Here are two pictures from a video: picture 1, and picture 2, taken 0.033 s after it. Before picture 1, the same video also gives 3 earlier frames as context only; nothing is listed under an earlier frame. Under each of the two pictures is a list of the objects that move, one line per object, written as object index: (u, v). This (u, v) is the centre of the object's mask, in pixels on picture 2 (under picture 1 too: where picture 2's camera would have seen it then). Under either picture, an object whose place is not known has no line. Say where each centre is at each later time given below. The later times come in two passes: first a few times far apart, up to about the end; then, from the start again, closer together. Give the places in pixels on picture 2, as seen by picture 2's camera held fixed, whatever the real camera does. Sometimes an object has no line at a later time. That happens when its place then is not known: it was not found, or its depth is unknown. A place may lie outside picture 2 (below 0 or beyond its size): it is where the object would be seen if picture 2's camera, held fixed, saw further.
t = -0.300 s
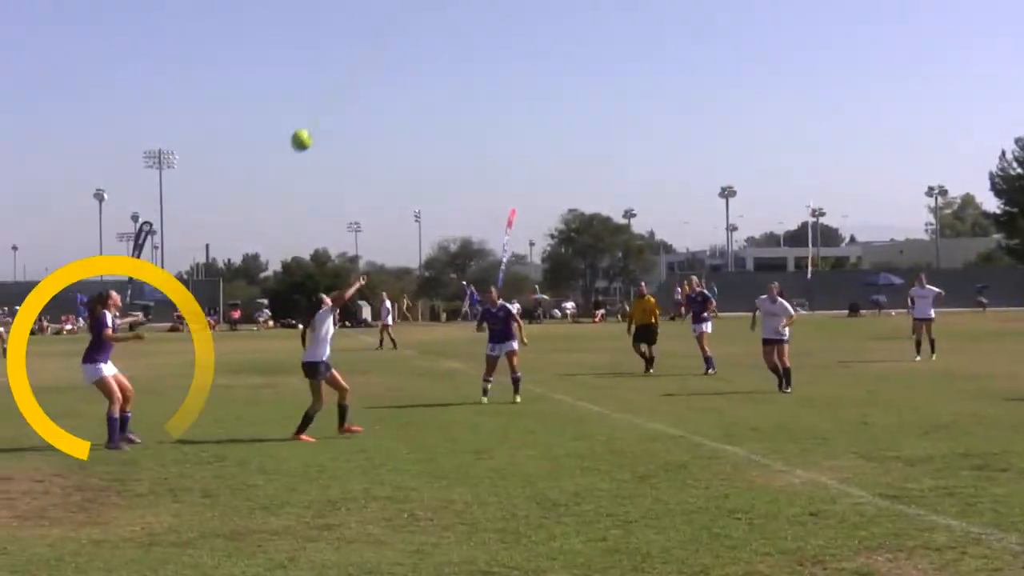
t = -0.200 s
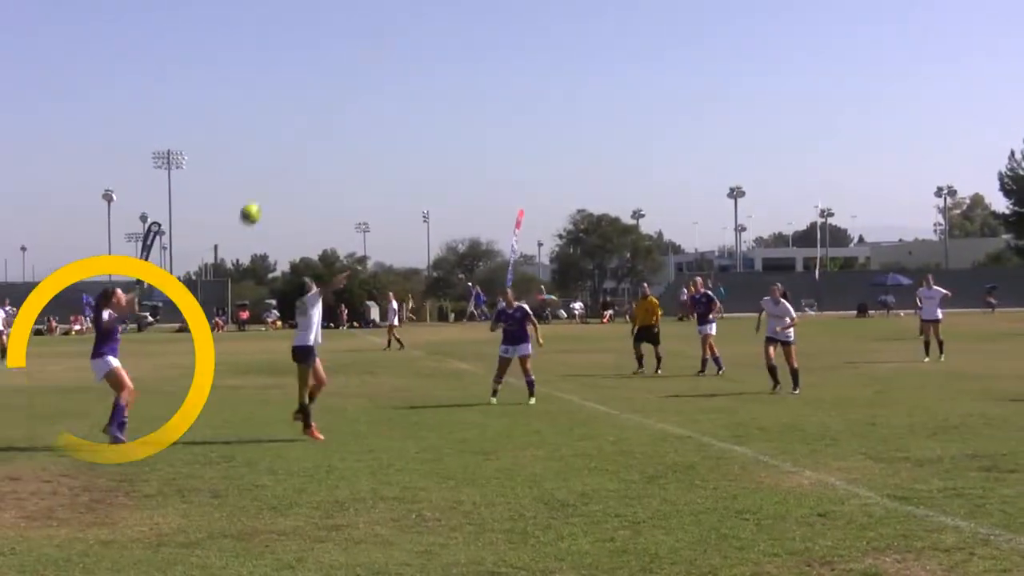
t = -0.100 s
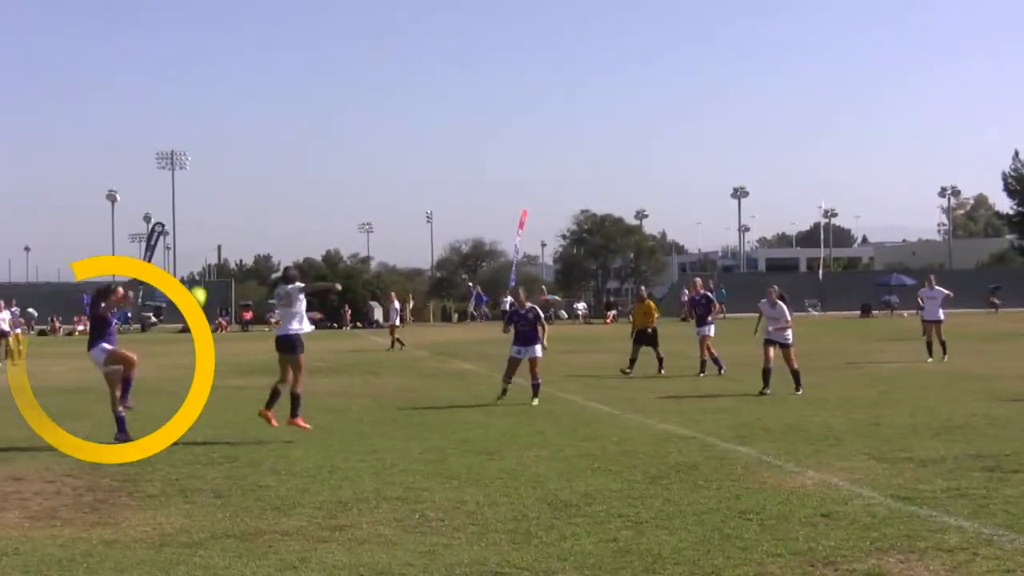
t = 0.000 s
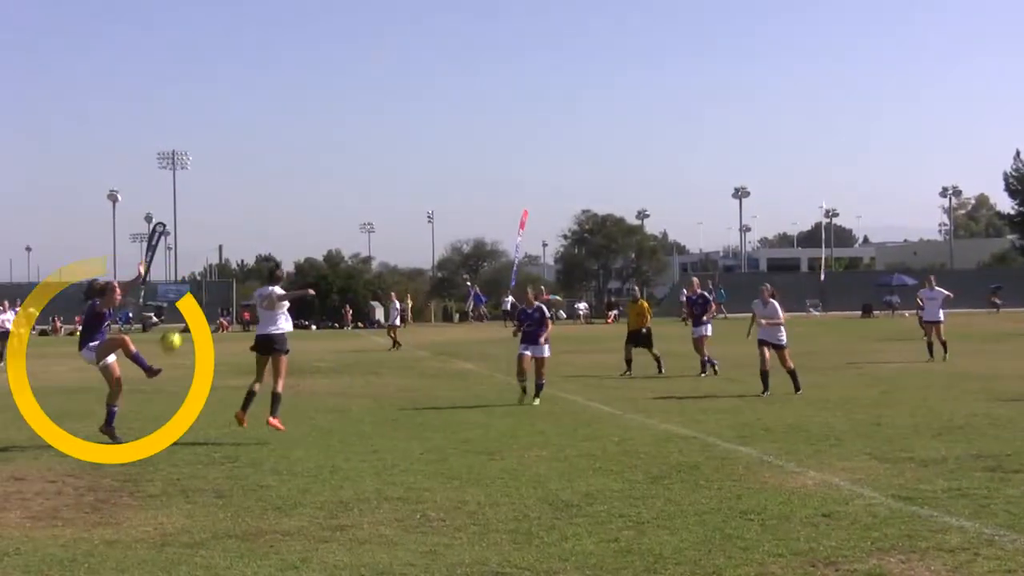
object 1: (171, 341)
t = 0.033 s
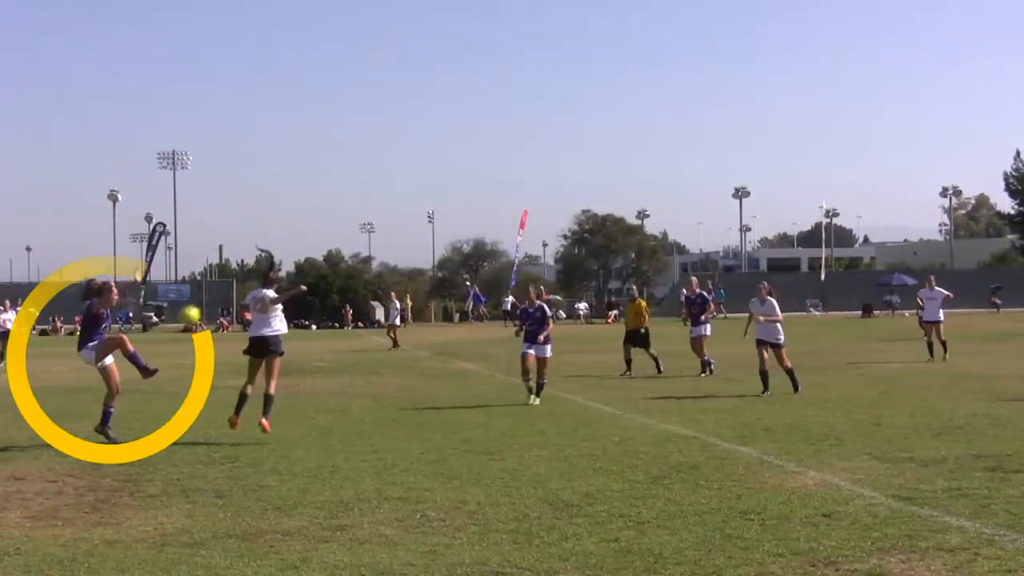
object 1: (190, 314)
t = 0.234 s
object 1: (290, 195)
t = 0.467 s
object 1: (391, 118)
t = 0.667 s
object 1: (462, 96)
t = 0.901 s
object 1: (531, 107)
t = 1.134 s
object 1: (591, 152)
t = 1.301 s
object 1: (630, 202)
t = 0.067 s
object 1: (207, 292)
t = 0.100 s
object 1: (226, 268)
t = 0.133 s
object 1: (241, 248)
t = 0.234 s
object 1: (290, 195)
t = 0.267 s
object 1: (305, 181)
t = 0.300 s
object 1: (320, 167)
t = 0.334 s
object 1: (335, 154)
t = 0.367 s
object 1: (349, 144)
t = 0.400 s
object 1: (364, 134)
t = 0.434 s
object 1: (378, 125)
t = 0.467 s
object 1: (391, 118)
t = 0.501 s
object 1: (403, 112)
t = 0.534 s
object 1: (415, 107)
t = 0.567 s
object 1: (428, 103)
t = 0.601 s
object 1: (440, 100)
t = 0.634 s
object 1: (451, 97)
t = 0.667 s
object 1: (462, 96)
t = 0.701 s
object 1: (473, 95)
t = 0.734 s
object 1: (483, 95)
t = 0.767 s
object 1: (493, 96)
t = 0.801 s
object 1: (503, 98)
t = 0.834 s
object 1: (513, 101)
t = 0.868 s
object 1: (522, 104)
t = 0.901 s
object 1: (531, 107)
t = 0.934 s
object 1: (540, 112)
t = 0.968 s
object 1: (549, 117)
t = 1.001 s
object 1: (558, 123)
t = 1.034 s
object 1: (566, 129)
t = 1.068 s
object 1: (575, 136)
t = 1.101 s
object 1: (583, 144)
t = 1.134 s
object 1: (591, 152)
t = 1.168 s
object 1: (599, 161)
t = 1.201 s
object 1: (607, 170)
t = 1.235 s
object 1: (614, 180)
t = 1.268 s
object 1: (622, 190)
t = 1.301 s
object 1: (630, 202)
